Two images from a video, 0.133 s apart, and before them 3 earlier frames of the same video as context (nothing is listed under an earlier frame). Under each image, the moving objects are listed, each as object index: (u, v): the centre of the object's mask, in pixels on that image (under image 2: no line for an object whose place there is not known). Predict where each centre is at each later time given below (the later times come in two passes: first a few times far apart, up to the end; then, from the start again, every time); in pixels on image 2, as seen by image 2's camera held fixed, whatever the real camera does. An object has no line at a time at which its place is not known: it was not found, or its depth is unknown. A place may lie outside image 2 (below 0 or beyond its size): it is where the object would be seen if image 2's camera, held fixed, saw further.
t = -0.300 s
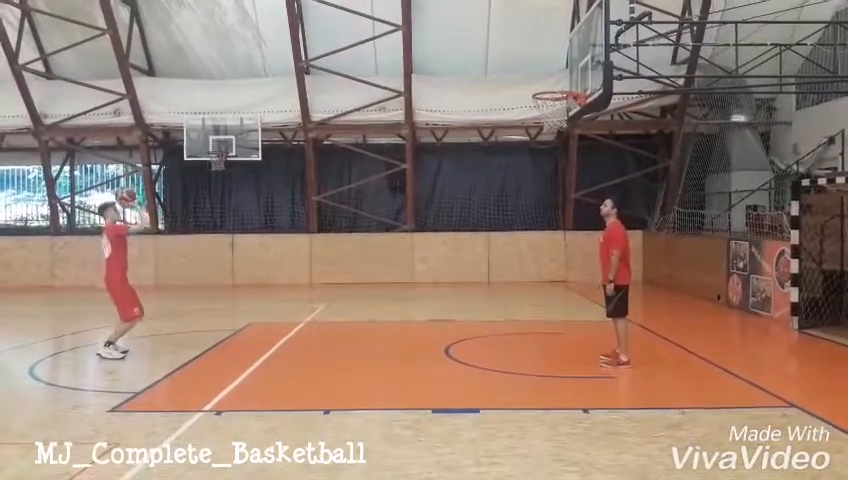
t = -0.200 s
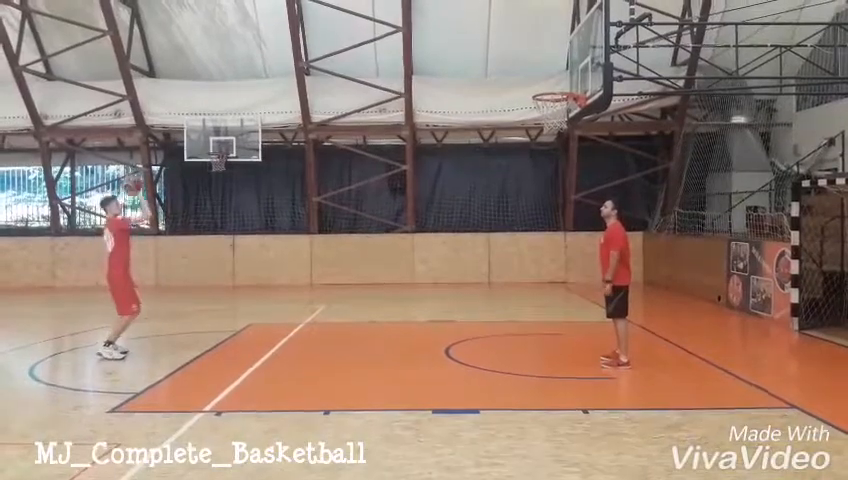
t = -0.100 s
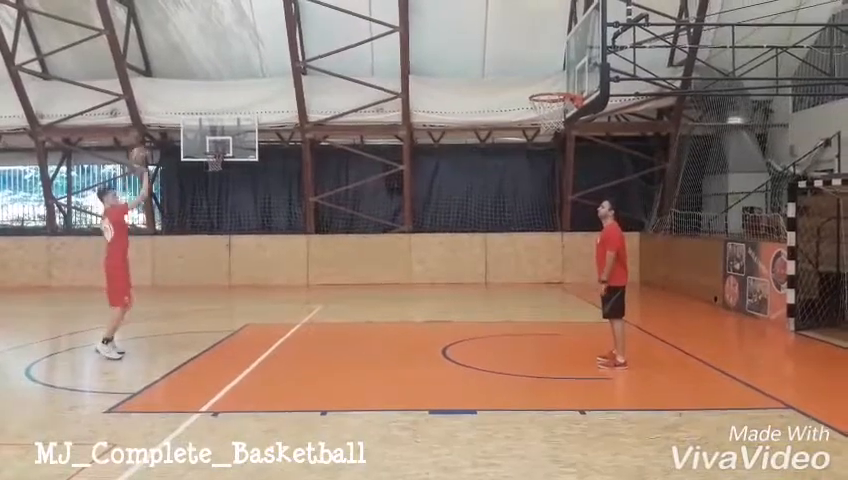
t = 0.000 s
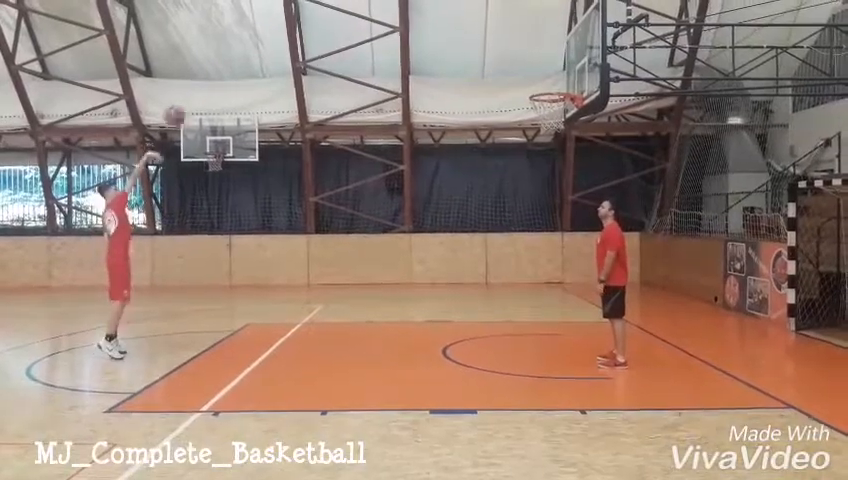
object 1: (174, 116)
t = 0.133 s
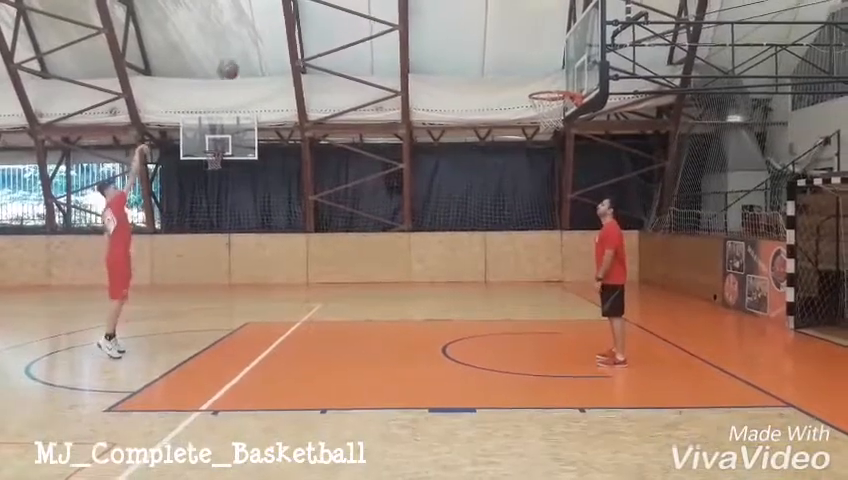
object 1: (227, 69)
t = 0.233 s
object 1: (269, 45)
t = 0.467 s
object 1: (363, 18)
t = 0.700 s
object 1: (458, 36)
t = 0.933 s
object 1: (550, 99)
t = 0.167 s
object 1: (242, 61)
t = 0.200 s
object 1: (255, 53)
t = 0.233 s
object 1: (269, 45)
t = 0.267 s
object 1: (281, 38)
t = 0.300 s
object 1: (296, 32)
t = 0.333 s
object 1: (310, 28)
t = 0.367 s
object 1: (323, 24)
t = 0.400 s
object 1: (337, 21)
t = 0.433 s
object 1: (350, 20)
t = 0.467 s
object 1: (363, 18)
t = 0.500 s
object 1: (377, 18)
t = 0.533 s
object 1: (391, 18)
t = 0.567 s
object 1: (405, 19)
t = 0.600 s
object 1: (418, 24)
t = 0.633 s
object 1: (431, 27)
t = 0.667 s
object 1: (445, 30)
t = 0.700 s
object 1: (458, 36)
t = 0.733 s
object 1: (471, 42)
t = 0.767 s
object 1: (485, 50)
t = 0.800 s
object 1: (498, 57)
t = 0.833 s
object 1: (512, 66)
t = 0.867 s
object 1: (524, 76)
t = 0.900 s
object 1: (538, 86)
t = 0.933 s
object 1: (550, 99)
